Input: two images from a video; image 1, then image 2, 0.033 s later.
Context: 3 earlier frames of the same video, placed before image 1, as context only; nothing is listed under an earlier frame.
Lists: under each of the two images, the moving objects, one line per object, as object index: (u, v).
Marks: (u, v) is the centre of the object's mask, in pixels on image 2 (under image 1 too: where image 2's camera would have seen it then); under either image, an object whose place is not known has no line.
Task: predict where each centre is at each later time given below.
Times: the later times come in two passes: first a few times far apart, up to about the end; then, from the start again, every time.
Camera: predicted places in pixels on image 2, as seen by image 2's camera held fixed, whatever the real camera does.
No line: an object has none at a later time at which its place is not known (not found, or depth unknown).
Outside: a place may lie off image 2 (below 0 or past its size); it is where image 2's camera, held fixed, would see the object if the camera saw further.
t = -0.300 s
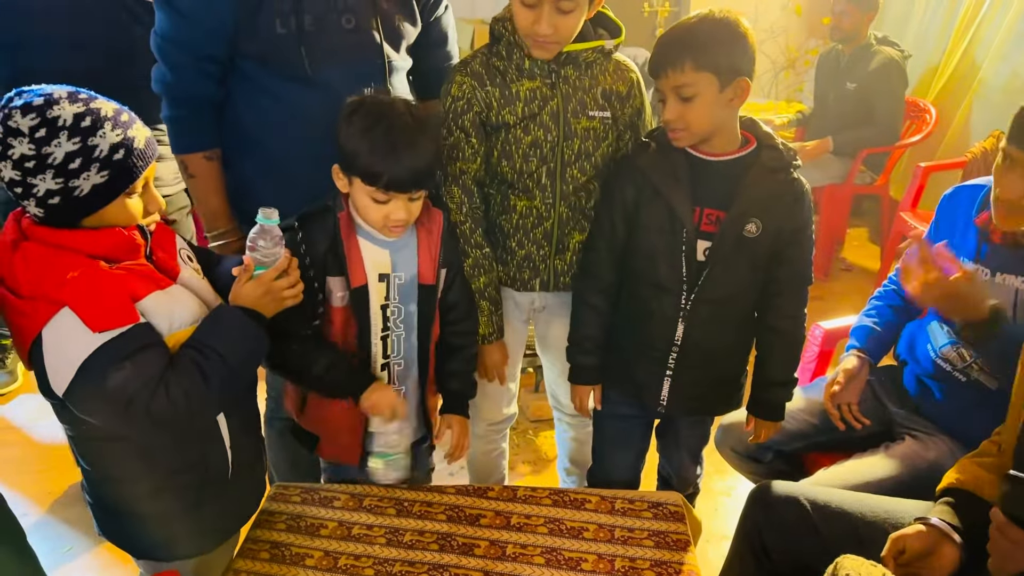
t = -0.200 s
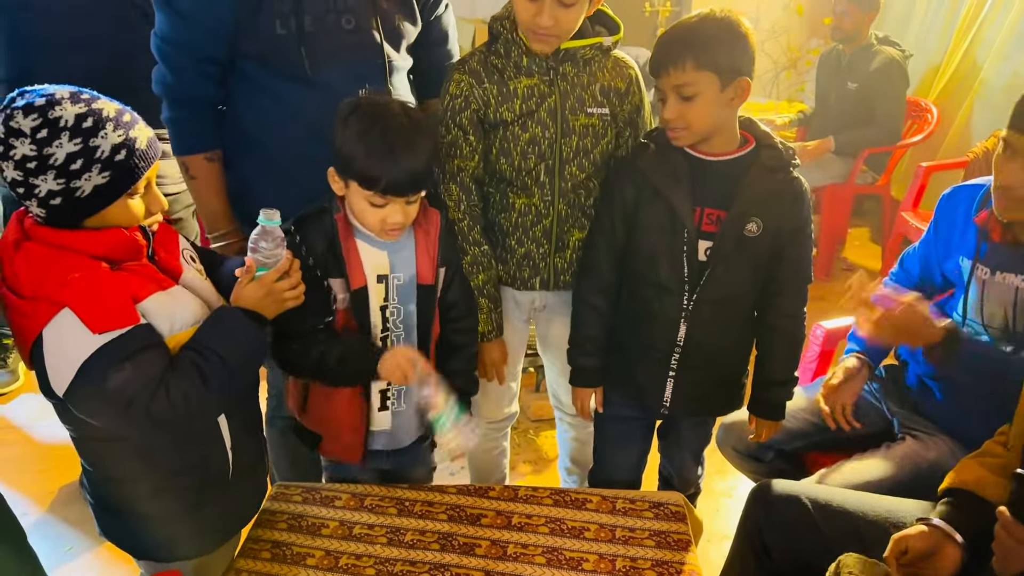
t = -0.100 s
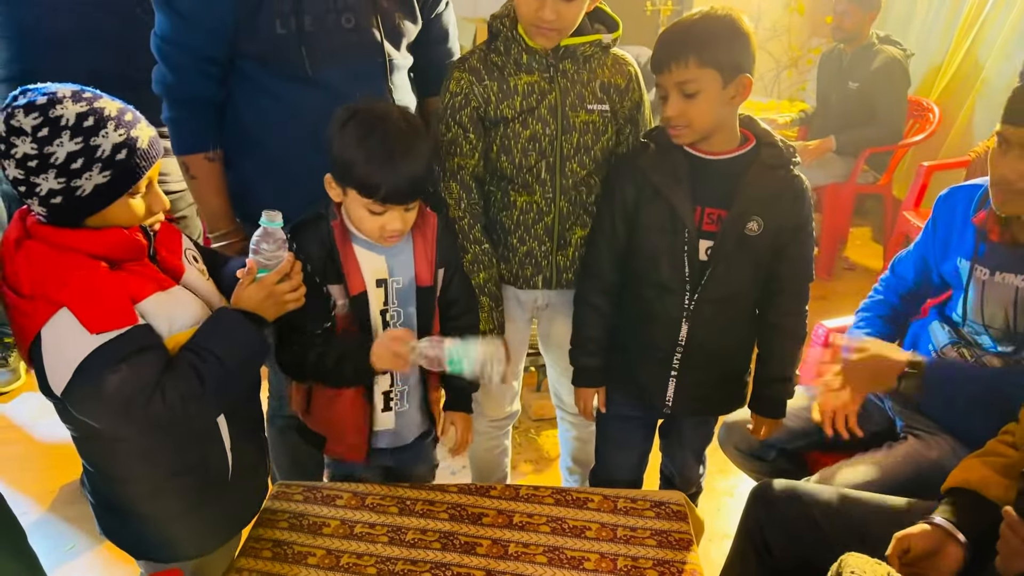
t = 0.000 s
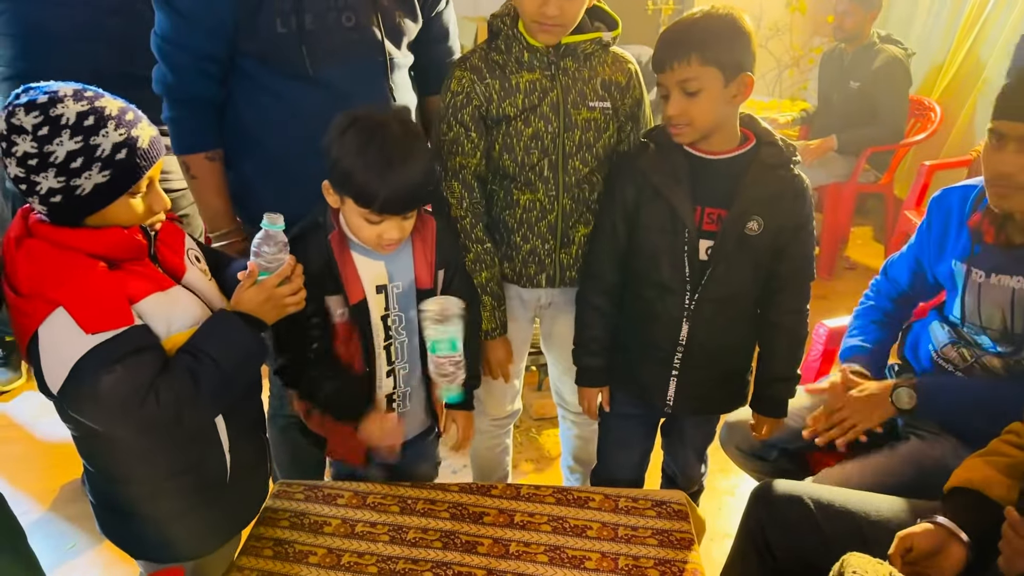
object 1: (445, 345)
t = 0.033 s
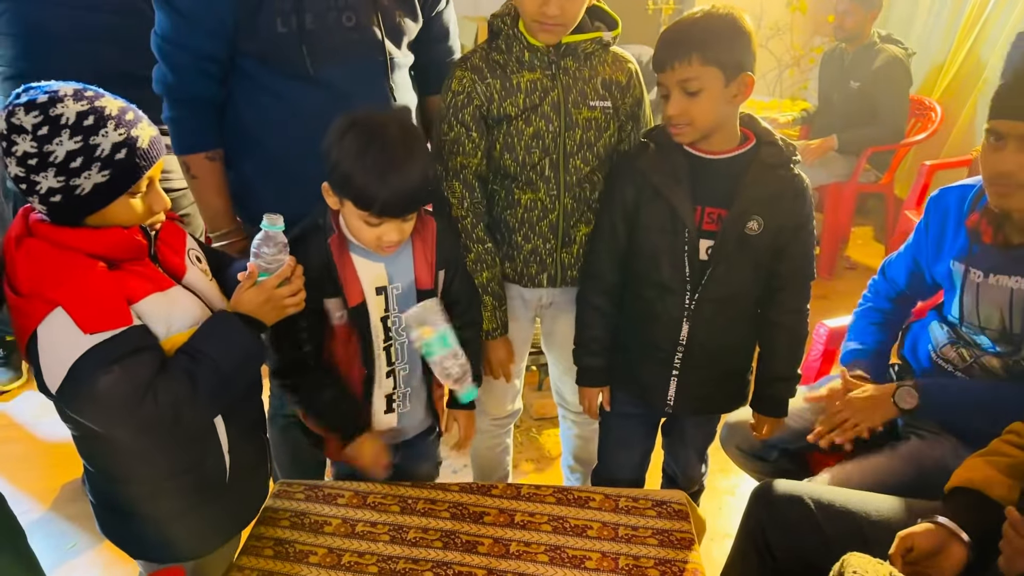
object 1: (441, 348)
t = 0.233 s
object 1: (382, 484)
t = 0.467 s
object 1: (376, 537)
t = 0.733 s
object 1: (375, 538)
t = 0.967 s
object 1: (374, 537)
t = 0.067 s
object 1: (433, 354)
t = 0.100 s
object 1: (422, 367)
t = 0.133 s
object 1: (422, 388)
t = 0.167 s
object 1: (399, 415)
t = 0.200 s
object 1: (390, 448)
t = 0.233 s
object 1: (382, 484)
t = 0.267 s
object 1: (377, 520)
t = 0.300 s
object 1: (379, 530)
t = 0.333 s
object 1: (377, 534)
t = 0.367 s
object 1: (376, 537)
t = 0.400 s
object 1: (376, 537)
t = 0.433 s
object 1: (375, 537)
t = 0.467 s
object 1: (376, 537)
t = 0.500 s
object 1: (375, 537)
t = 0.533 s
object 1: (375, 537)
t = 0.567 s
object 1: (375, 537)
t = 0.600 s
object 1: (375, 537)
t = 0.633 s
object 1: (375, 537)
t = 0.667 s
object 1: (375, 538)
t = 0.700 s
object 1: (375, 538)
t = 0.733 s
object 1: (375, 538)
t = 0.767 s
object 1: (375, 538)
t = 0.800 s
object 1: (375, 538)
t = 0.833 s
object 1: (375, 538)
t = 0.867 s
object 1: (375, 538)
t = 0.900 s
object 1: (375, 538)
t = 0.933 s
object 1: (374, 537)
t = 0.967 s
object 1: (374, 537)
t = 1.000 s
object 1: (374, 537)
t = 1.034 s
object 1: (374, 537)
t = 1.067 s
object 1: (375, 537)
